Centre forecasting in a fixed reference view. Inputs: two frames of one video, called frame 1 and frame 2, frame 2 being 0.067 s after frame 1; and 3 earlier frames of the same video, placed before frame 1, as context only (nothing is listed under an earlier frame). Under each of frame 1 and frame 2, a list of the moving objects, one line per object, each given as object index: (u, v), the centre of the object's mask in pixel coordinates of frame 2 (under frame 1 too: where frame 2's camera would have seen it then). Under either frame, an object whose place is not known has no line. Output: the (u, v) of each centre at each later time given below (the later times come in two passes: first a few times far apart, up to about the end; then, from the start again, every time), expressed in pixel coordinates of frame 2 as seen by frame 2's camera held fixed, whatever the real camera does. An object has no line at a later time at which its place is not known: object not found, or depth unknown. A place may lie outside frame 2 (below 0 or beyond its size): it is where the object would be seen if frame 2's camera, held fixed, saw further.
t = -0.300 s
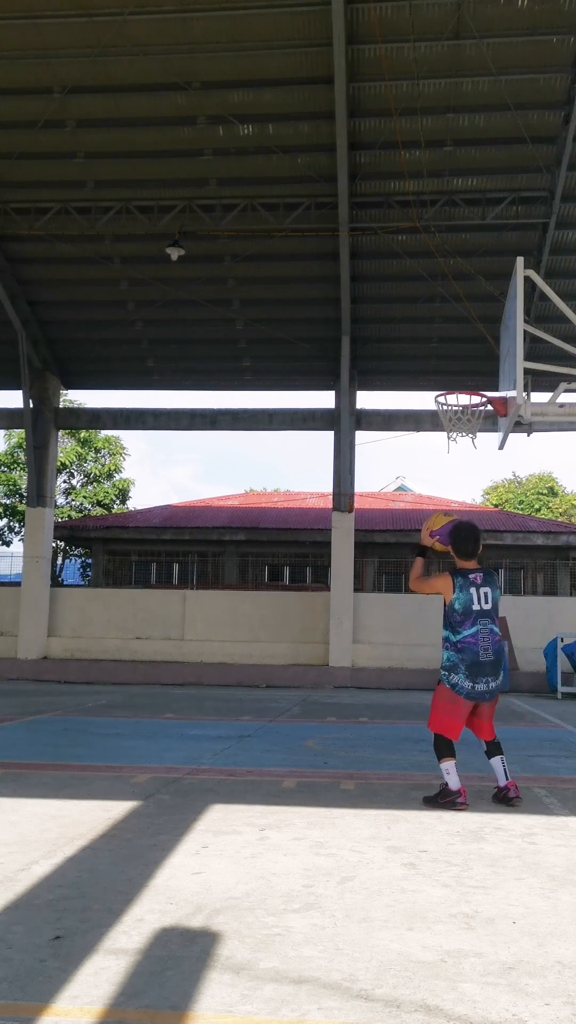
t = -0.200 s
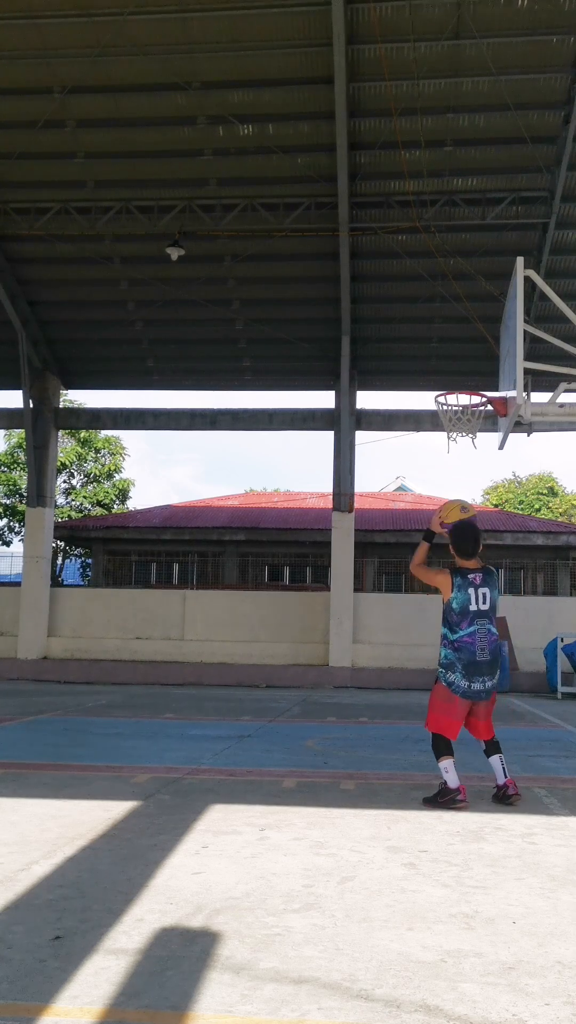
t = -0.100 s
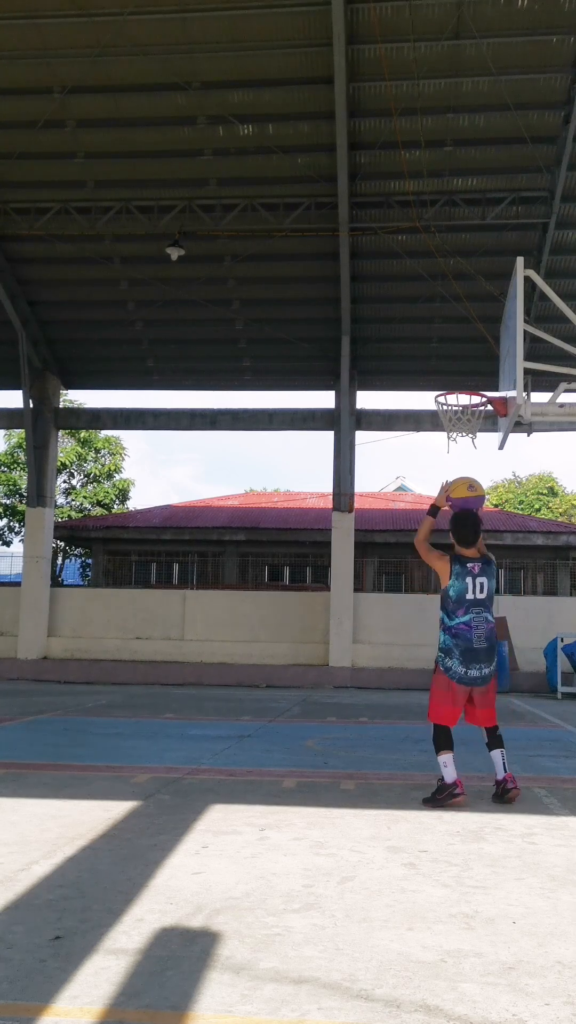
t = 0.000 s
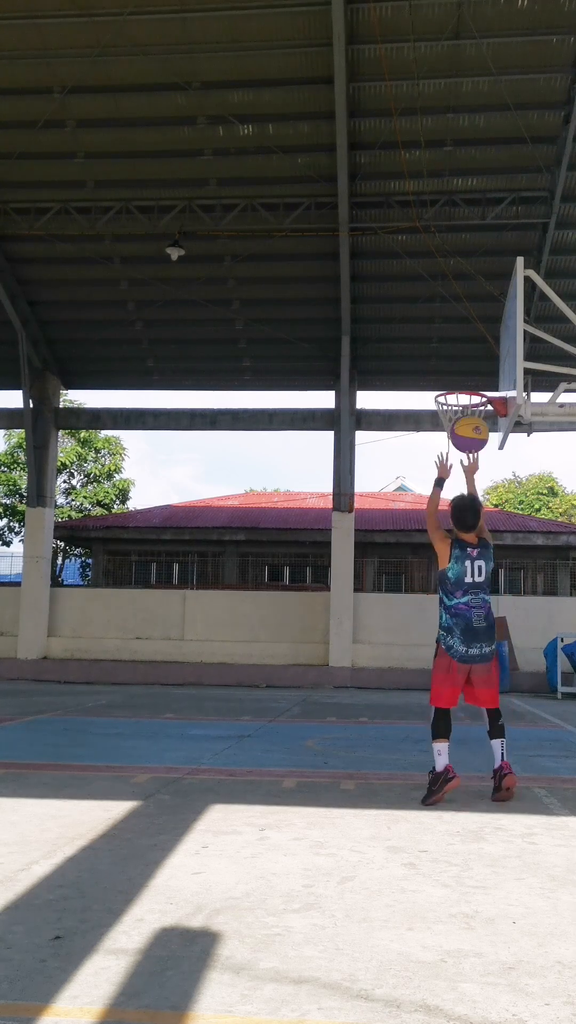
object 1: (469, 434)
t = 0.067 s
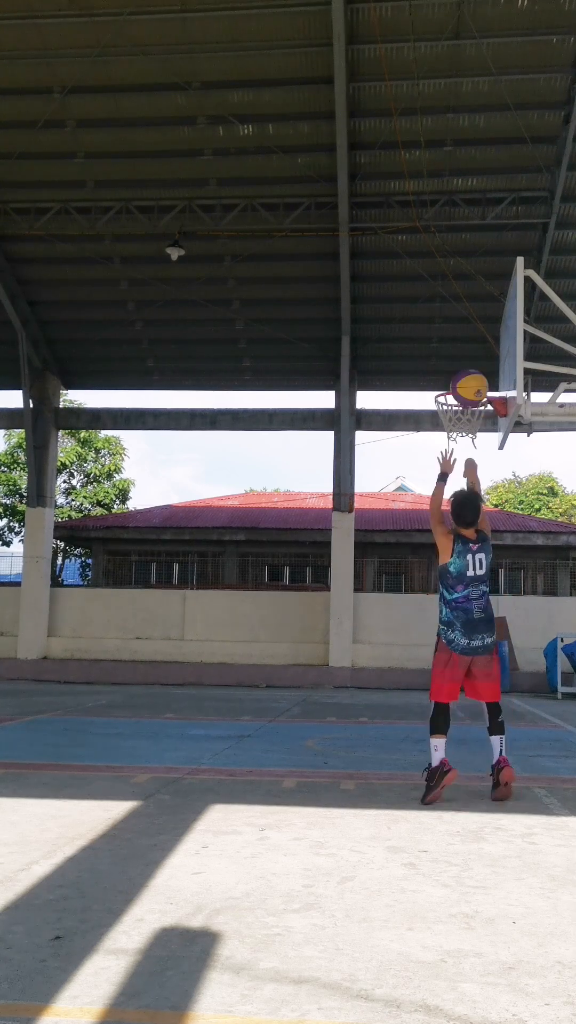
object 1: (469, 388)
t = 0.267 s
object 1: (469, 303)
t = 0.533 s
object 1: (467, 286)
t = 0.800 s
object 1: (466, 348)
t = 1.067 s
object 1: (462, 426)
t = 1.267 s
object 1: (455, 448)
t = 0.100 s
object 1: (469, 368)
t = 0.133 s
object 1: (469, 351)
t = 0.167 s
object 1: (469, 336)
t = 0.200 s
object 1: (469, 323)
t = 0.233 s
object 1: (469, 312)
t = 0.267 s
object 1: (469, 303)
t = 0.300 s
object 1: (468, 295)
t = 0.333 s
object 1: (468, 290)
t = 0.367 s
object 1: (468, 286)
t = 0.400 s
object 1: (469, 285)
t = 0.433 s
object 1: (469, 285)
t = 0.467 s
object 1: (468, 284)
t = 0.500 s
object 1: (468, 284)
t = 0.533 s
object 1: (467, 286)
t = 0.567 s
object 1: (467, 290)
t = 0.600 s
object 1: (467, 295)
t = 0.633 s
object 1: (467, 301)
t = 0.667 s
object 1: (467, 309)
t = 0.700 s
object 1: (467, 317)
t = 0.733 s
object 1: (467, 327)
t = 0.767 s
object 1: (467, 337)
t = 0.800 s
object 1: (466, 348)
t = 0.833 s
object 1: (466, 361)
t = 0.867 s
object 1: (466, 373)
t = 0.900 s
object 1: (466, 386)
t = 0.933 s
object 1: (466, 401)
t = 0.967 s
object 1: (465, 415)
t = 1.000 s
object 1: (466, 424)
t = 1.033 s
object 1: (463, 427)
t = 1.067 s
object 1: (462, 426)
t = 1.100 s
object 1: (461, 428)
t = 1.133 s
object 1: (461, 431)
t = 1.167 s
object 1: (460, 433)
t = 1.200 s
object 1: (458, 437)
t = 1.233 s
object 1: (456, 442)
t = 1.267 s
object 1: (455, 448)
